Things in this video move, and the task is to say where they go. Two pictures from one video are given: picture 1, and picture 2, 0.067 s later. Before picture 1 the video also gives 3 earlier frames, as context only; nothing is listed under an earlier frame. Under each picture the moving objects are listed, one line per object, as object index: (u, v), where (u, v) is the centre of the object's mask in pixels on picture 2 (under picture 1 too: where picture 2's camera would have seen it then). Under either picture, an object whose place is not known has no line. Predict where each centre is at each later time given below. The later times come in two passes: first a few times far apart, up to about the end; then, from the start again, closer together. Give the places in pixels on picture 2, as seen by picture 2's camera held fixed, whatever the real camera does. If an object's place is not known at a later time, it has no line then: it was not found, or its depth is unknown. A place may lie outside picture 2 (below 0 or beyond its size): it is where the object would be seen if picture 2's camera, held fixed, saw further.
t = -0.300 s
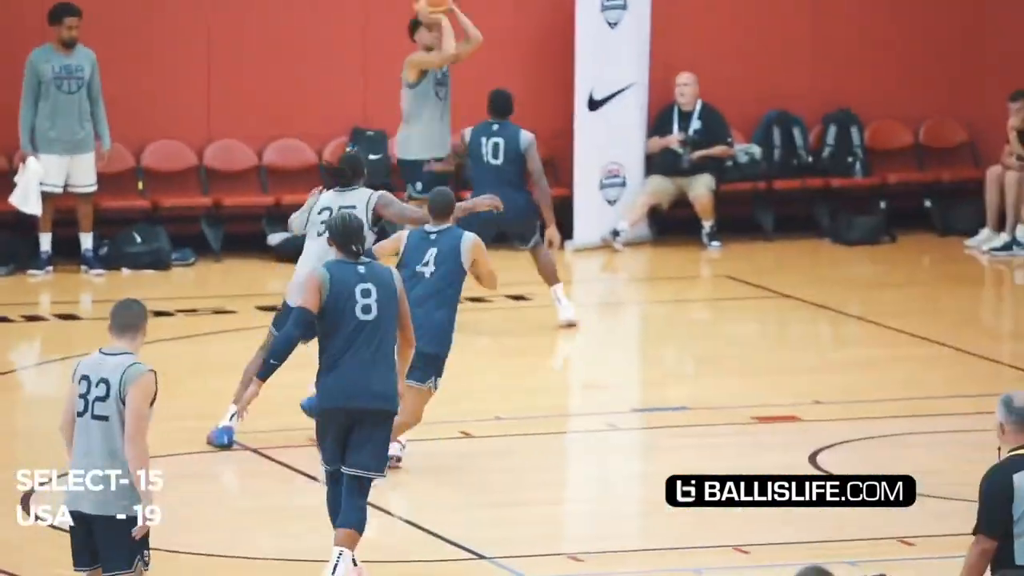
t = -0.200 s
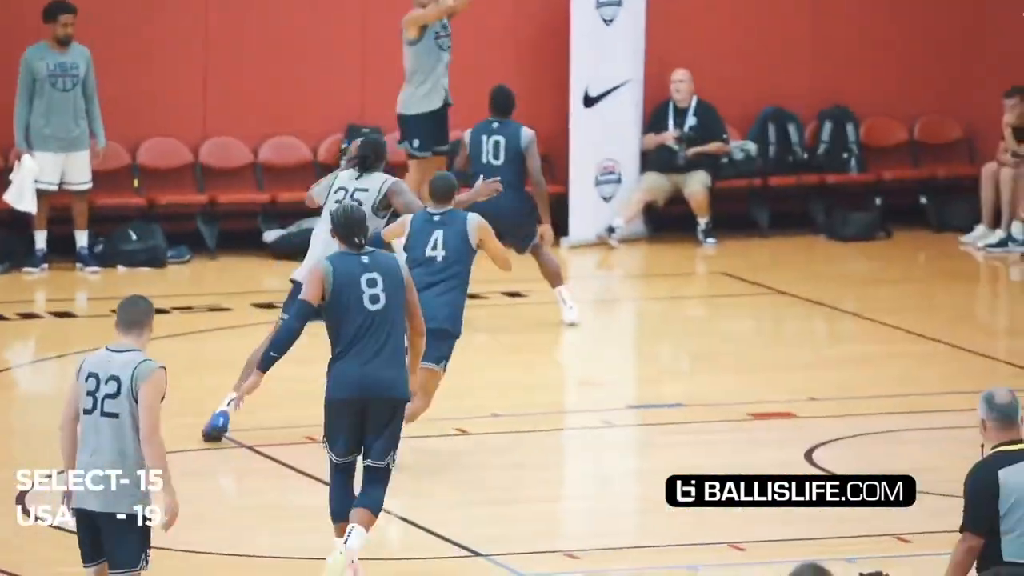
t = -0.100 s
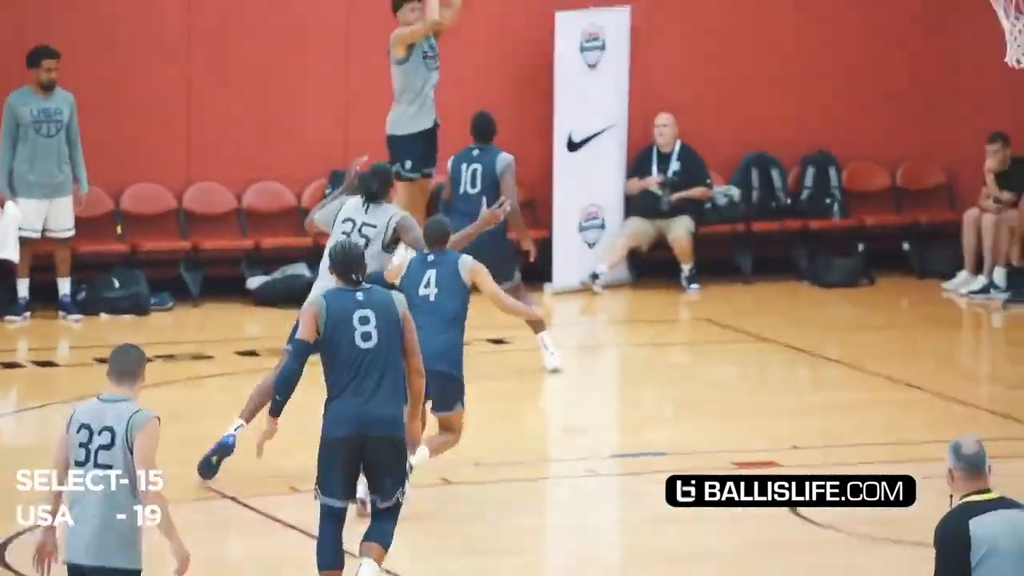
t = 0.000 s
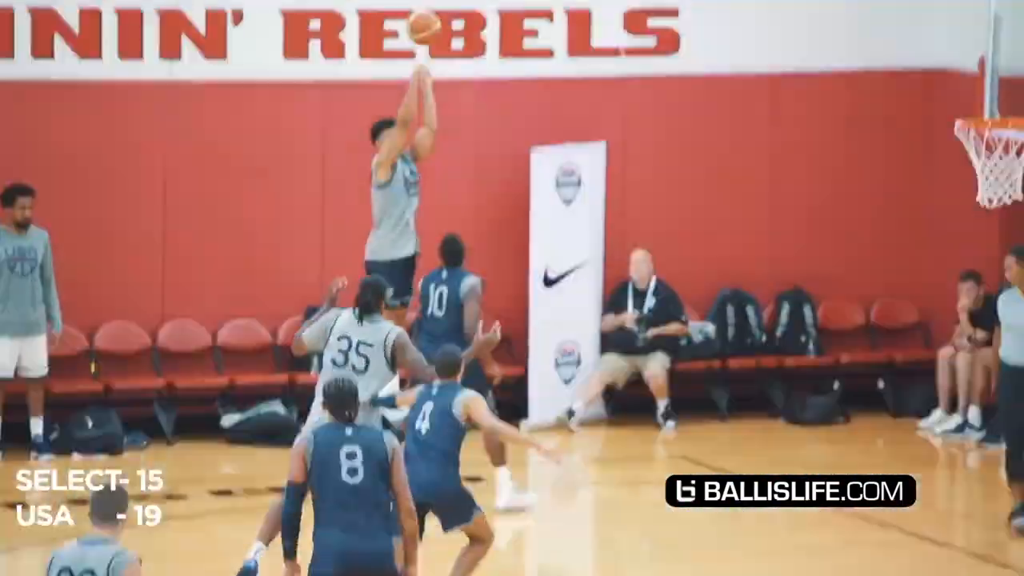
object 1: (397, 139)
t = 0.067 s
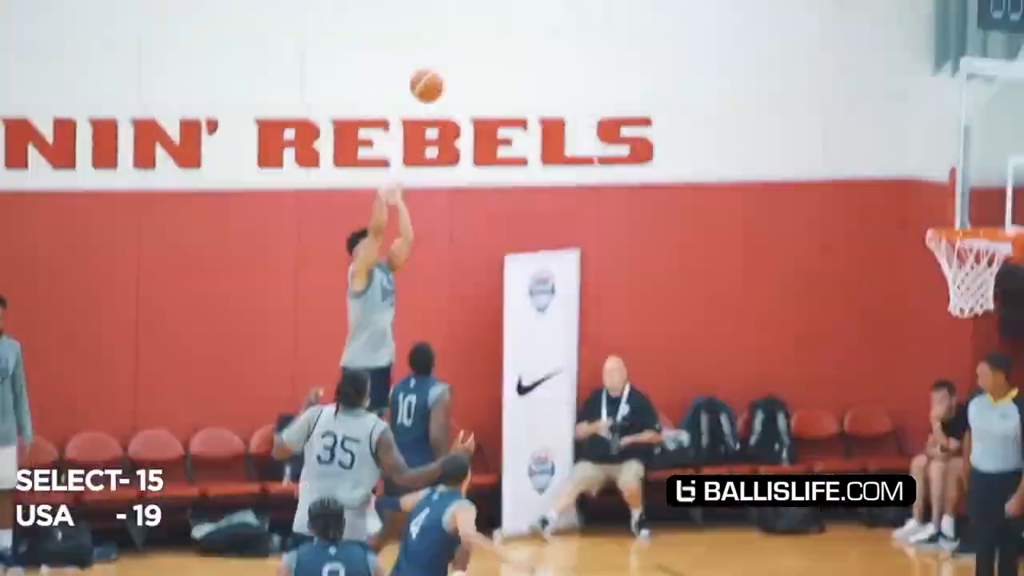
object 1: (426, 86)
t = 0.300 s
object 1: (529, -44)
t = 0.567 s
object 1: (650, -100)
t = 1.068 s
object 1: (882, 96)
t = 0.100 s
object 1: (441, 63)
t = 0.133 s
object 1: (456, 41)
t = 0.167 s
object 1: (470, 20)
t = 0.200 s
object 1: (485, 2)
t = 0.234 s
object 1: (500, -15)
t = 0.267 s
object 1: (515, -30)
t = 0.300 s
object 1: (529, -44)
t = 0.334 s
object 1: (544, -56)
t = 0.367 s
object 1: (559, -67)
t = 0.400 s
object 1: (575, -76)
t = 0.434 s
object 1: (589, -84)
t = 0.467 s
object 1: (605, -92)
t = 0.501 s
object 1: (621, -95)
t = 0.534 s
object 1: (635, -99)
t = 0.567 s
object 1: (650, -100)
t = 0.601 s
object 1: (666, -99)
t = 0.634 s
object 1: (680, -97)
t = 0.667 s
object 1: (696, -93)
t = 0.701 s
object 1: (710, -87)
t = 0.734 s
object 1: (726, -78)
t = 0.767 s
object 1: (741, -69)
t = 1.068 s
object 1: (882, 96)
